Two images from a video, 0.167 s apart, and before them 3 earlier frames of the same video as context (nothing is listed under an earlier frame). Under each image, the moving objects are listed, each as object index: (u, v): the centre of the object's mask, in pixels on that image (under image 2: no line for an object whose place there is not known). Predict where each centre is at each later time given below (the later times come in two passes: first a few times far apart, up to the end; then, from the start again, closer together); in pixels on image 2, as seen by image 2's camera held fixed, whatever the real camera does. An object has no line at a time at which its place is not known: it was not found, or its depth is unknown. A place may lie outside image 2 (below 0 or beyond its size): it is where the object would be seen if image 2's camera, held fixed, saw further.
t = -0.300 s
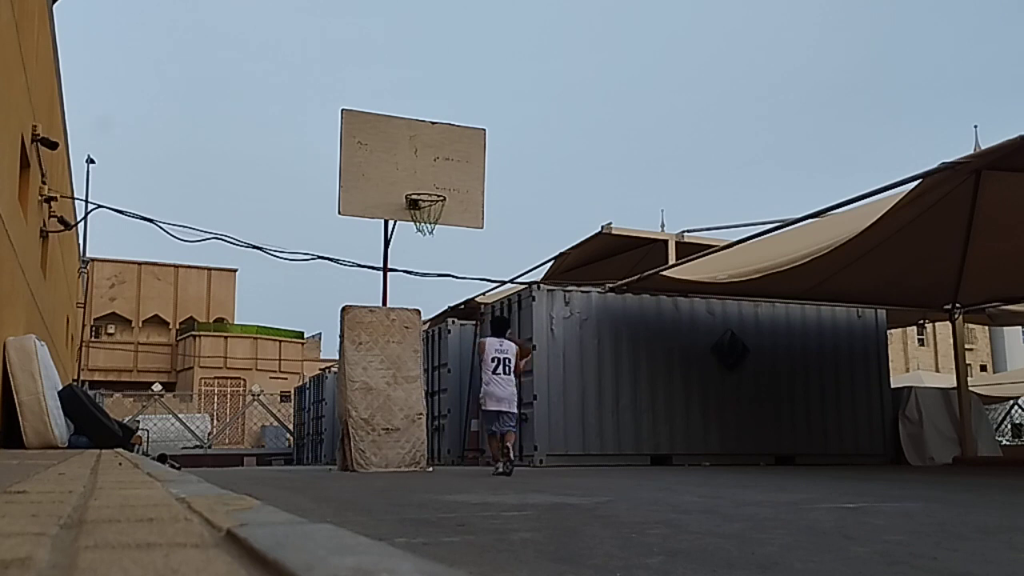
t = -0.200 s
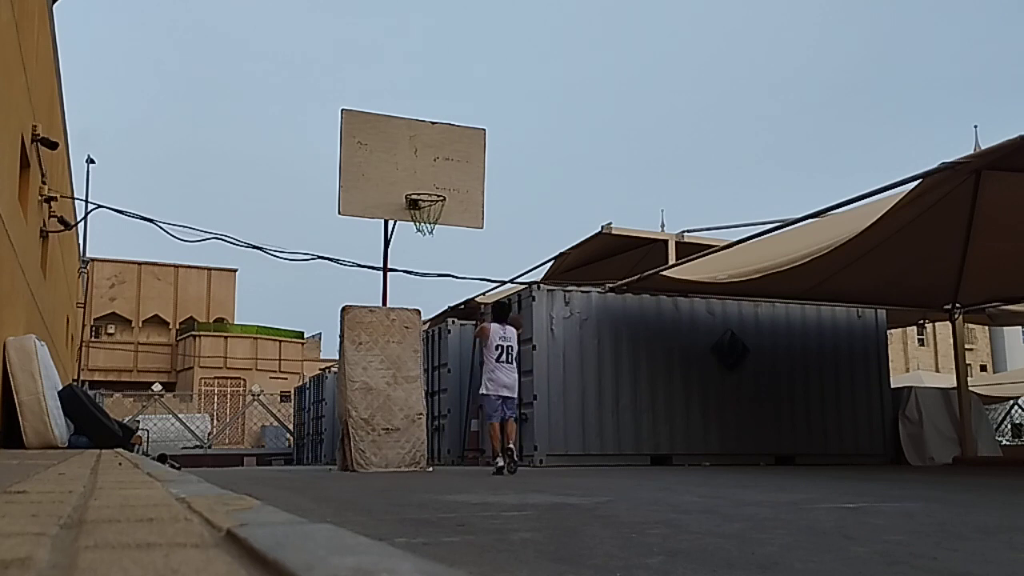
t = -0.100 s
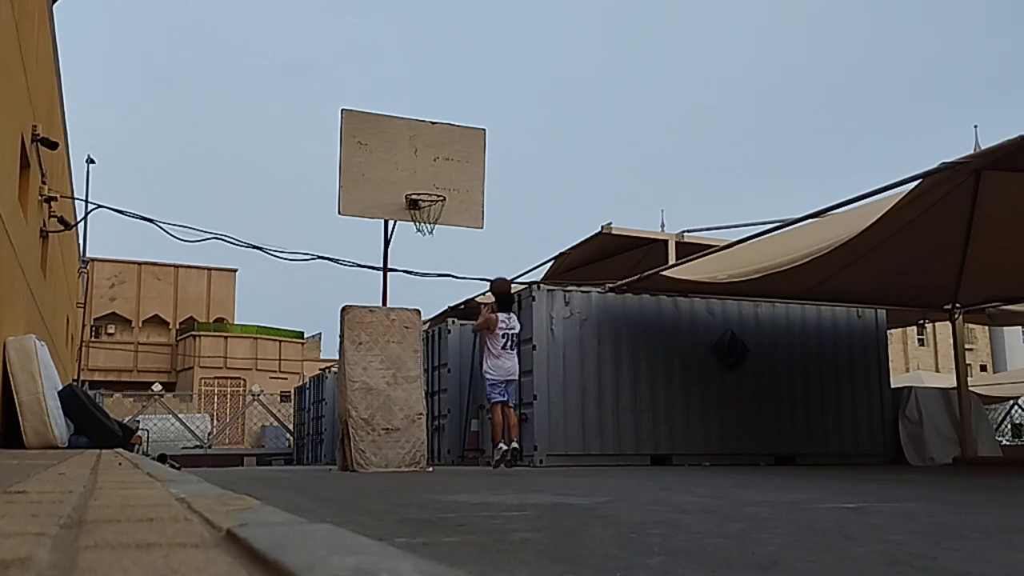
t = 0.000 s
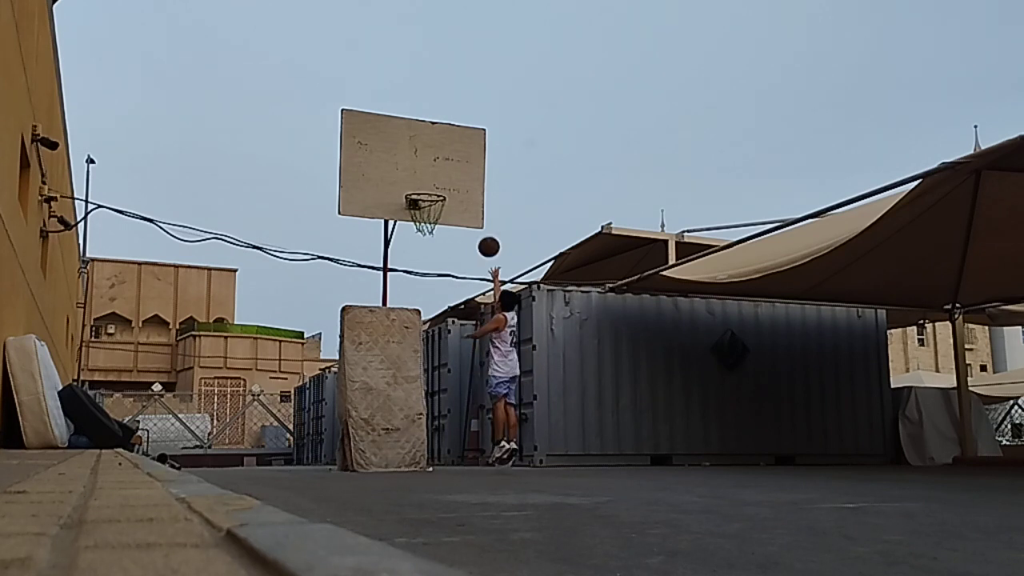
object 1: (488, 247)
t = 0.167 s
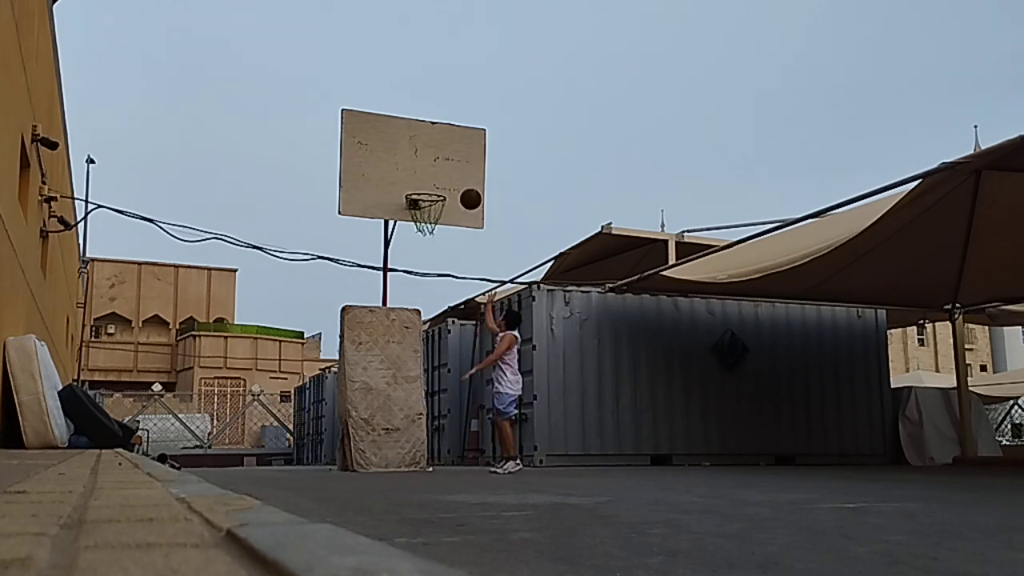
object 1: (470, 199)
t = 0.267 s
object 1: (460, 182)
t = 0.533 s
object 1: (433, 178)
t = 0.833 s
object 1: (414, 228)
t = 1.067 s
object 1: (413, 293)
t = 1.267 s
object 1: (411, 388)
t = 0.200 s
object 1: (467, 192)
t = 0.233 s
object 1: (463, 187)
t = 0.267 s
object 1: (460, 182)
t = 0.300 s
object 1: (456, 178)
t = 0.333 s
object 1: (453, 176)
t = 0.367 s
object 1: (449, 174)
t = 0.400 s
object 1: (446, 173)
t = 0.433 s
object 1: (443, 173)
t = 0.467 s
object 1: (439, 174)
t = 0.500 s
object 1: (436, 175)
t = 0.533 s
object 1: (433, 178)
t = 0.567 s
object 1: (430, 181)
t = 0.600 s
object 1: (426, 186)
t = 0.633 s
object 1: (423, 191)
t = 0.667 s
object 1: (419, 199)
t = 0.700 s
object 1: (416, 204)
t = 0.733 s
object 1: (416, 210)
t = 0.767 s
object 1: (415, 216)
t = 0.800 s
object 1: (414, 222)
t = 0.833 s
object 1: (414, 228)
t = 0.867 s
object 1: (414, 234)
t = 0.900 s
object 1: (413, 242)
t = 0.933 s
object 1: (413, 250)
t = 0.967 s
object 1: (413, 259)
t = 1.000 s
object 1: (413, 269)
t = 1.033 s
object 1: (413, 281)
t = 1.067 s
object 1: (413, 293)
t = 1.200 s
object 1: (411, 352)
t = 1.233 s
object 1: (411, 369)
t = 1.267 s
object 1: (411, 388)
